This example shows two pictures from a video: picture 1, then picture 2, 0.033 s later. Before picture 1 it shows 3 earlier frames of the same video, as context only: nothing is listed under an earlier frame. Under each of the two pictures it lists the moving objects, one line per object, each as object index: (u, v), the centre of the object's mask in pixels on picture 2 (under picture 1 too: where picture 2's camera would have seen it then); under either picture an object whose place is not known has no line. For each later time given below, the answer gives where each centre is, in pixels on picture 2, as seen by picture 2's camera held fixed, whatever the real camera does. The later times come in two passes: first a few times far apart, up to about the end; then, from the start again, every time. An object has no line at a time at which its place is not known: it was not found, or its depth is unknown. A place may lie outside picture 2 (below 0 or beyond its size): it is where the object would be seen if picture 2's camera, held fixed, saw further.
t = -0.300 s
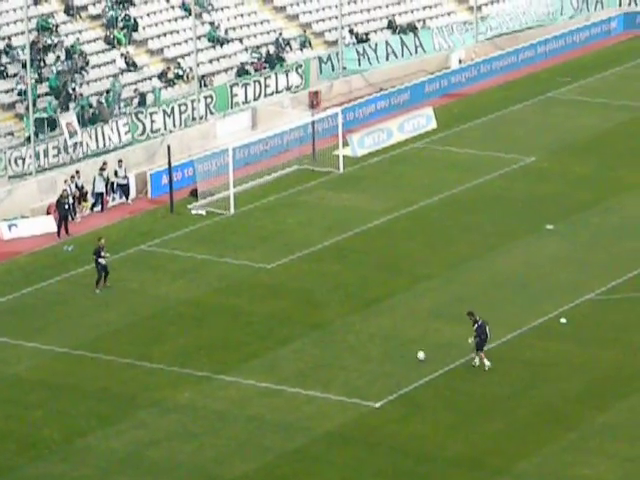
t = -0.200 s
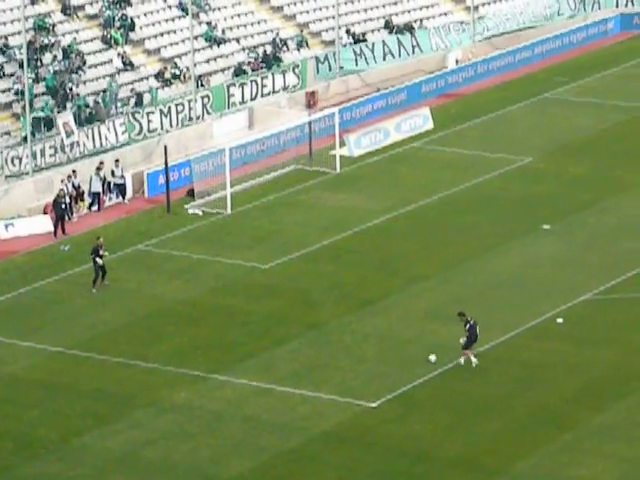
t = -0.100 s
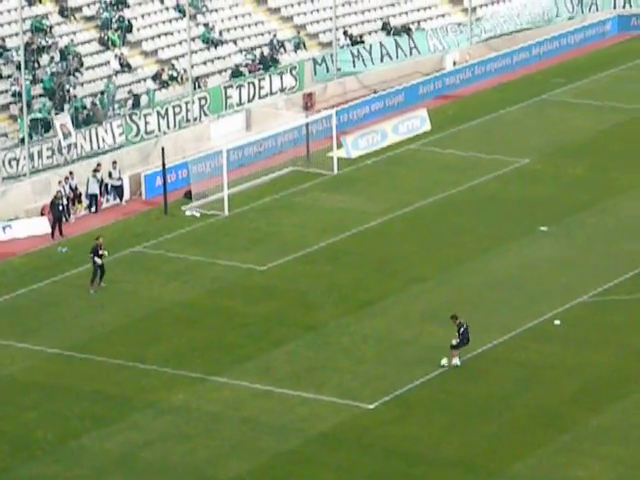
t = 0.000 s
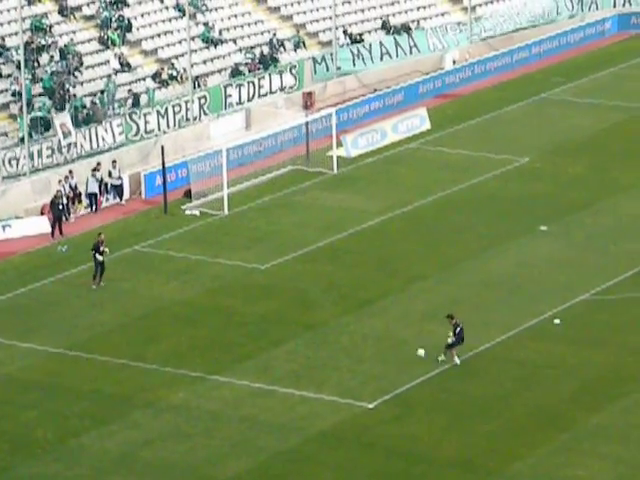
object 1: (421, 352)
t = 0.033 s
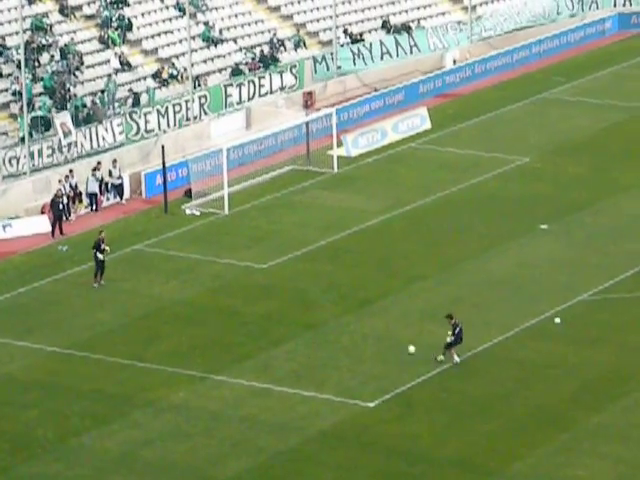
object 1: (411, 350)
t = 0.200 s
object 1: (367, 335)
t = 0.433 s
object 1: (315, 318)
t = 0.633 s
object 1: (280, 306)
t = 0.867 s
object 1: (246, 295)
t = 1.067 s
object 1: (223, 288)
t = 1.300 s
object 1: (199, 280)
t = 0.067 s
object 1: (402, 346)
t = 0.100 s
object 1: (393, 343)
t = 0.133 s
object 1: (384, 340)
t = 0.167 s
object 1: (375, 337)
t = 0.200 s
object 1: (367, 335)
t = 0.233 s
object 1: (358, 332)
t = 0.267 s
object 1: (351, 330)
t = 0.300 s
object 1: (343, 327)
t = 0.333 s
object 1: (336, 325)
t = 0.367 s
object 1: (329, 323)
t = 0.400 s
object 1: (322, 320)
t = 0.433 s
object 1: (315, 318)
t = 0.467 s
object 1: (309, 316)
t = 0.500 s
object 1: (303, 314)
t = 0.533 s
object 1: (297, 312)
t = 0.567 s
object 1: (291, 310)
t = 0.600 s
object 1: (286, 308)
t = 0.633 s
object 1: (280, 306)
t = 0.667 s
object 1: (274, 305)
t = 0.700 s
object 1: (270, 303)
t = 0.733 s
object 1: (264, 301)
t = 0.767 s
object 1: (260, 300)
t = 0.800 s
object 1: (255, 299)
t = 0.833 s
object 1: (250, 296)
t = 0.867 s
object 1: (246, 295)
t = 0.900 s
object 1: (242, 294)
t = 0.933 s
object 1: (238, 293)
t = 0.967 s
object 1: (234, 291)
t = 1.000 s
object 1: (230, 290)
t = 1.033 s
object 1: (226, 289)
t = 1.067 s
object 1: (223, 288)
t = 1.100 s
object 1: (219, 287)
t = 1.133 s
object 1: (216, 285)
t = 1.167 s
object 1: (212, 284)
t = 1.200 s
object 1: (208, 283)
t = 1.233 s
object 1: (206, 283)
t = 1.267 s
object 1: (202, 281)
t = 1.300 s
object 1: (199, 280)
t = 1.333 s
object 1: (196, 279)
